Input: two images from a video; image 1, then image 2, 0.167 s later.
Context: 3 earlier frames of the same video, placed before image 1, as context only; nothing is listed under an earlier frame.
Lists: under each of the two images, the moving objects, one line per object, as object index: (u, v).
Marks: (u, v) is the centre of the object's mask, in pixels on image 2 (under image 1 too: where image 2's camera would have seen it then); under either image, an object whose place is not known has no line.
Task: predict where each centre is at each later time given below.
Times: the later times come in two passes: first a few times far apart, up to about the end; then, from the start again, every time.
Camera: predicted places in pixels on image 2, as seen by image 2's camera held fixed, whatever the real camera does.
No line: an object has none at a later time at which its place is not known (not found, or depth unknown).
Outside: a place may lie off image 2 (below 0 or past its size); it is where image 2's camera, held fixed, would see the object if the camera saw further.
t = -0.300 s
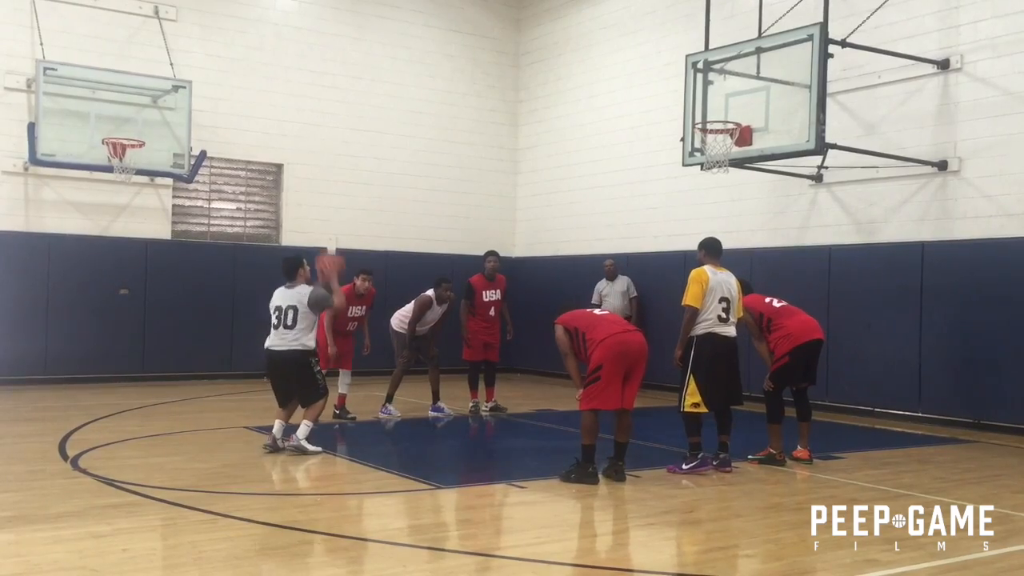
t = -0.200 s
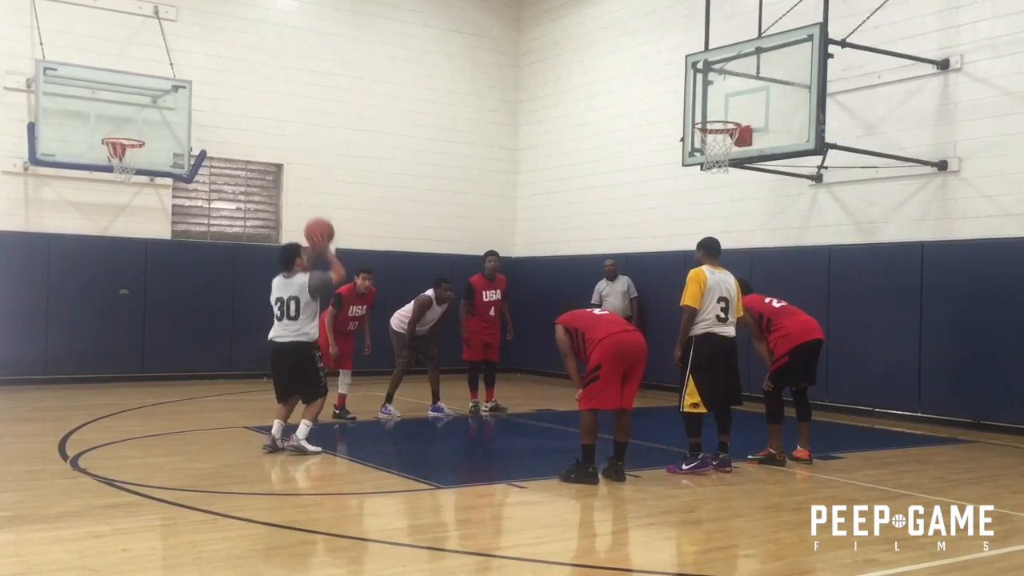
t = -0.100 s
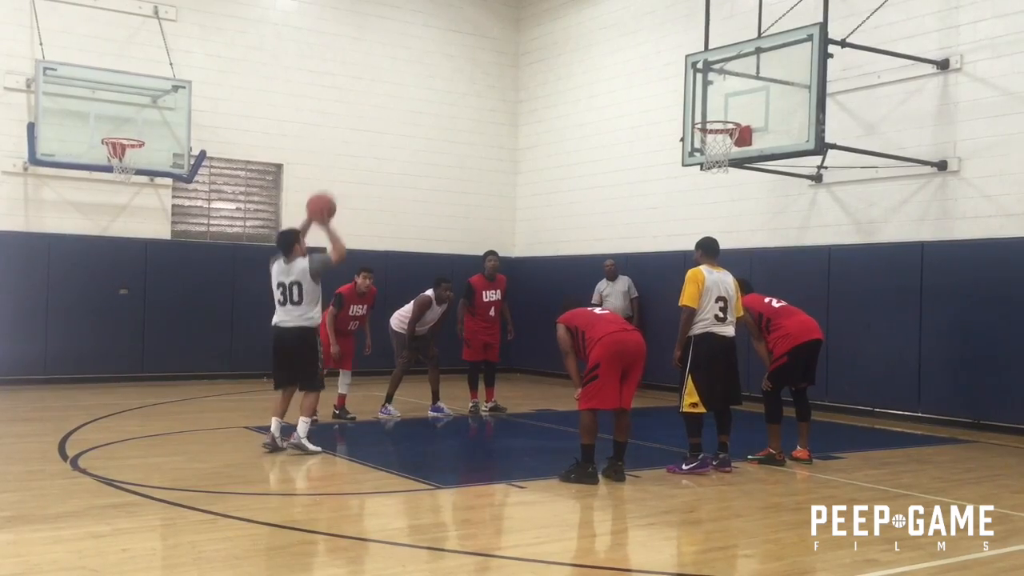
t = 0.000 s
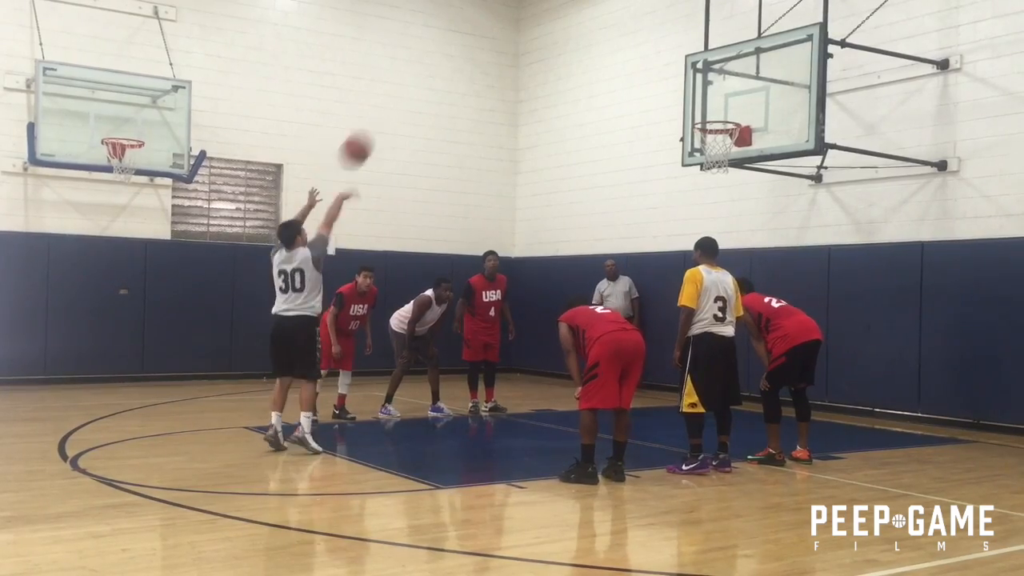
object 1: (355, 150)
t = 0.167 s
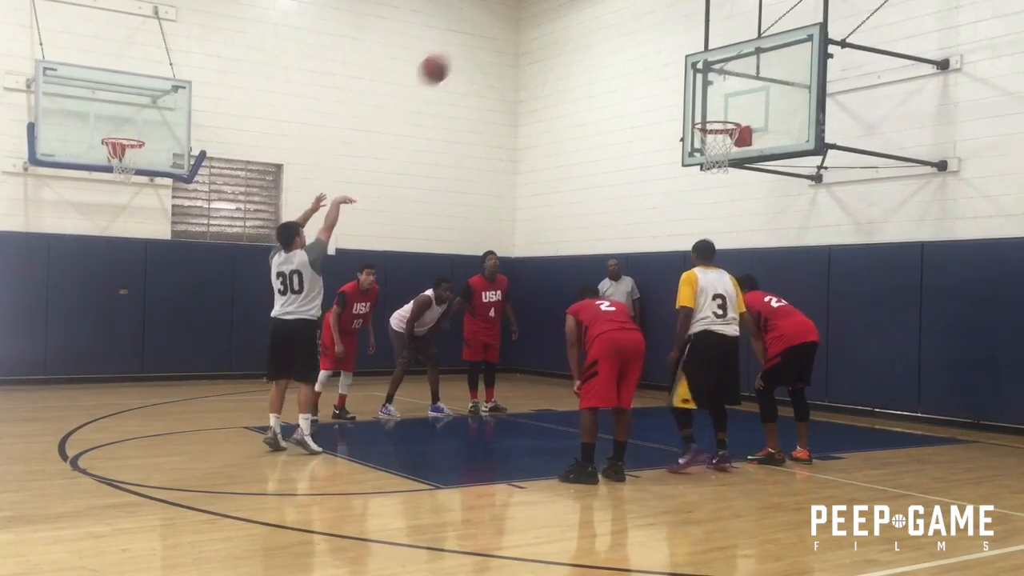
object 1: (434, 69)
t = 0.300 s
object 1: (490, 32)
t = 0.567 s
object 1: (589, 21)
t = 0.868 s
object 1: (686, 91)
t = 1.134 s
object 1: (722, 113)
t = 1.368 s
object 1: (691, 108)
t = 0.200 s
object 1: (449, 57)
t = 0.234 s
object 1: (463, 48)
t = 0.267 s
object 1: (476, 39)
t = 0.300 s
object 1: (490, 32)
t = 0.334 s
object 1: (503, 26)
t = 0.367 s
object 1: (517, 22)
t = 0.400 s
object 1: (529, 18)
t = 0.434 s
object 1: (542, 17)
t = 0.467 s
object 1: (554, 16)
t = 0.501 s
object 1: (566, 16)
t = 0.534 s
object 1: (578, 18)
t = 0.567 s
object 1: (589, 21)
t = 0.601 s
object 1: (601, 25)
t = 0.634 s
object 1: (613, 29)
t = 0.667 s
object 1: (624, 35)
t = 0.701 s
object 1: (634, 42)
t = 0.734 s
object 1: (645, 50)
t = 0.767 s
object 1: (656, 58)
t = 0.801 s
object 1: (666, 68)
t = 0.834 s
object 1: (676, 79)
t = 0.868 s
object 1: (686, 91)
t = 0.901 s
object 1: (696, 103)
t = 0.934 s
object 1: (704, 112)
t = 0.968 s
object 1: (710, 113)
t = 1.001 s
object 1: (716, 114)
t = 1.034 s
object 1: (721, 116)
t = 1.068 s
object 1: (727, 119)
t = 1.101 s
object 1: (727, 117)
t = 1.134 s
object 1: (722, 113)
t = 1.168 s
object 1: (718, 109)
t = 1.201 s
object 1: (714, 106)
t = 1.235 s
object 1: (709, 104)
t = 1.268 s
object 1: (705, 104)
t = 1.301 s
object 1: (701, 104)
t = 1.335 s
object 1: (696, 105)
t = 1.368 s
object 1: (691, 108)
